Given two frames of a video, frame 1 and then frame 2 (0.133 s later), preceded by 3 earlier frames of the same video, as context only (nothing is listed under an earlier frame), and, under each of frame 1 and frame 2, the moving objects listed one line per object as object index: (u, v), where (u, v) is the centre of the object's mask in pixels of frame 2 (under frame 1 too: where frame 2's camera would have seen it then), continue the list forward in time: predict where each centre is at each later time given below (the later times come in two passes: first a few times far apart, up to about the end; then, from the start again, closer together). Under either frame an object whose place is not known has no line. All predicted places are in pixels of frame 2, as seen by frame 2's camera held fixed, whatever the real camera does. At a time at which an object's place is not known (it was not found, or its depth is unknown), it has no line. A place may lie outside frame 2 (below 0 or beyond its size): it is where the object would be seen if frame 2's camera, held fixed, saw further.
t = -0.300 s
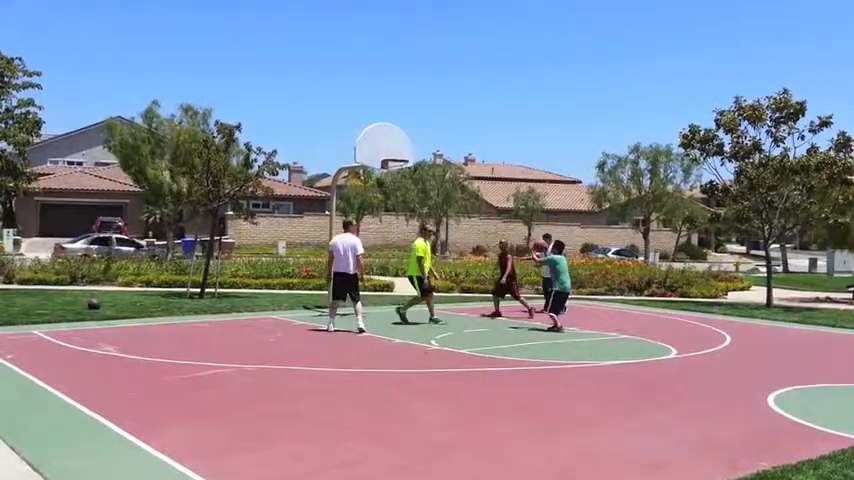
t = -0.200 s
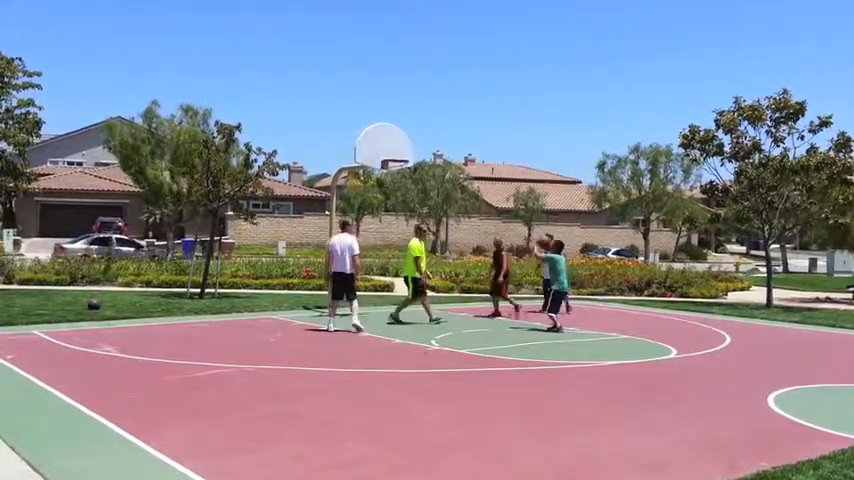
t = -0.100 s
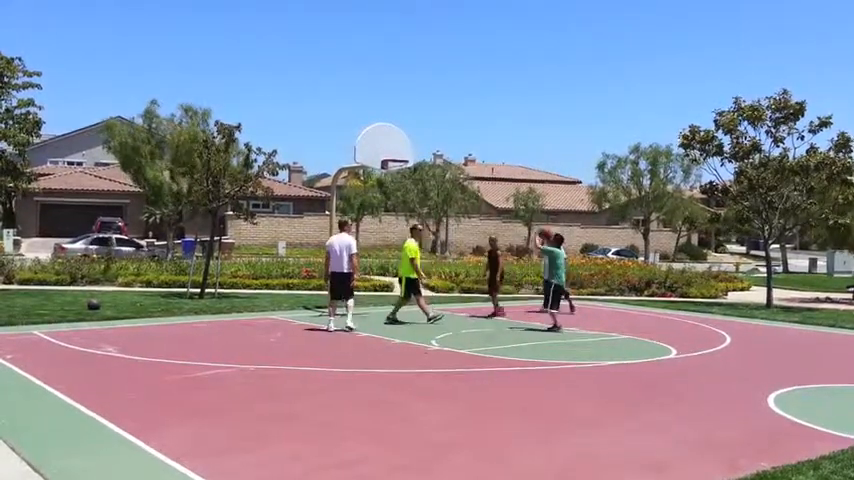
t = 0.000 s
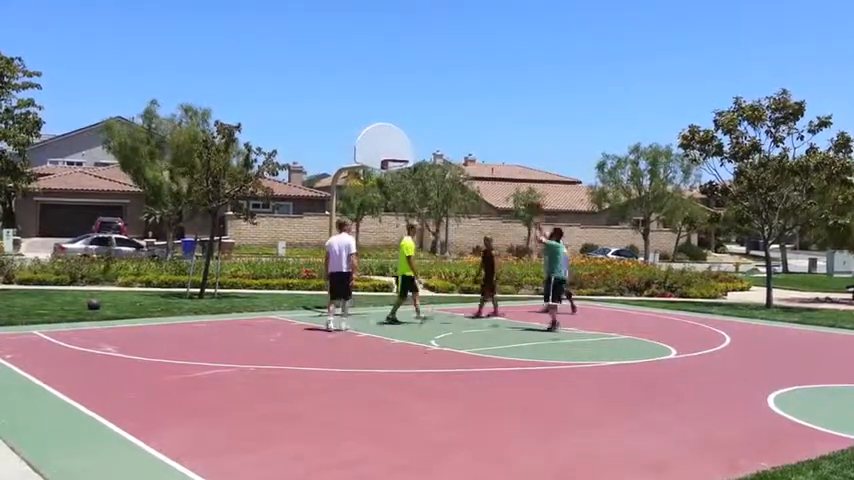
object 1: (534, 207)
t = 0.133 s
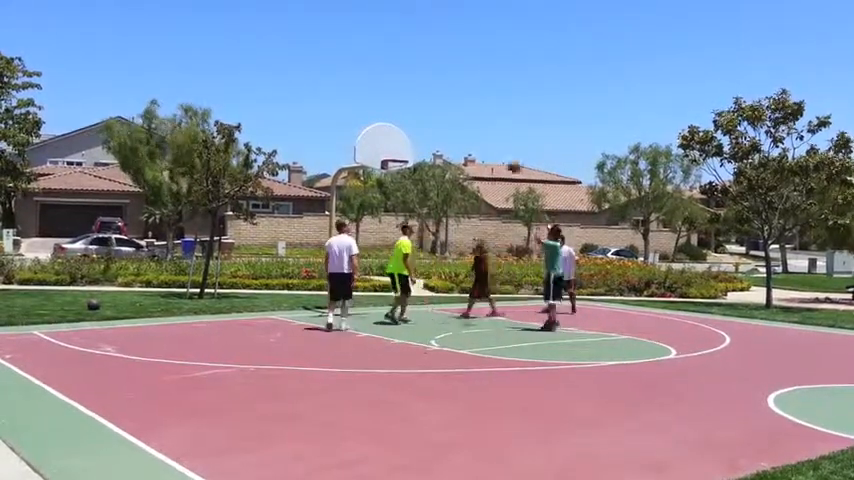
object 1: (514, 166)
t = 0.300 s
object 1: (489, 135)
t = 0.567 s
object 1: (453, 118)
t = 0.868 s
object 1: (410, 141)
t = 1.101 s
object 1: (390, 169)
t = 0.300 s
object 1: (489, 135)
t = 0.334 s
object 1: (484, 131)
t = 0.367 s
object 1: (480, 127)
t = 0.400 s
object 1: (475, 123)
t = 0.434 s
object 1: (470, 120)
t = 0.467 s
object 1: (465, 119)
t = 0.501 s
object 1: (461, 118)
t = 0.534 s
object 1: (456, 118)
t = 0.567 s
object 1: (453, 118)
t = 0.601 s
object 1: (447, 118)
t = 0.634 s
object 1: (442, 118)
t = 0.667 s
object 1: (437, 120)
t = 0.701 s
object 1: (433, 121)
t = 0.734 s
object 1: (428, 124)
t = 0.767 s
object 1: (424, 127)
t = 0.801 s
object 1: (419, 131)
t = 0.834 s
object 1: (415, 135)
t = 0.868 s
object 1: (410, 141)
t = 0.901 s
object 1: (406, 146)
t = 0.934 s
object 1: (402, 151)
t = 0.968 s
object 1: (398, 156)
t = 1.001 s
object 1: (394, 161)
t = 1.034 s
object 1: (389, 166)
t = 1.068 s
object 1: (388, 168)
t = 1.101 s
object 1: (390, 169)
